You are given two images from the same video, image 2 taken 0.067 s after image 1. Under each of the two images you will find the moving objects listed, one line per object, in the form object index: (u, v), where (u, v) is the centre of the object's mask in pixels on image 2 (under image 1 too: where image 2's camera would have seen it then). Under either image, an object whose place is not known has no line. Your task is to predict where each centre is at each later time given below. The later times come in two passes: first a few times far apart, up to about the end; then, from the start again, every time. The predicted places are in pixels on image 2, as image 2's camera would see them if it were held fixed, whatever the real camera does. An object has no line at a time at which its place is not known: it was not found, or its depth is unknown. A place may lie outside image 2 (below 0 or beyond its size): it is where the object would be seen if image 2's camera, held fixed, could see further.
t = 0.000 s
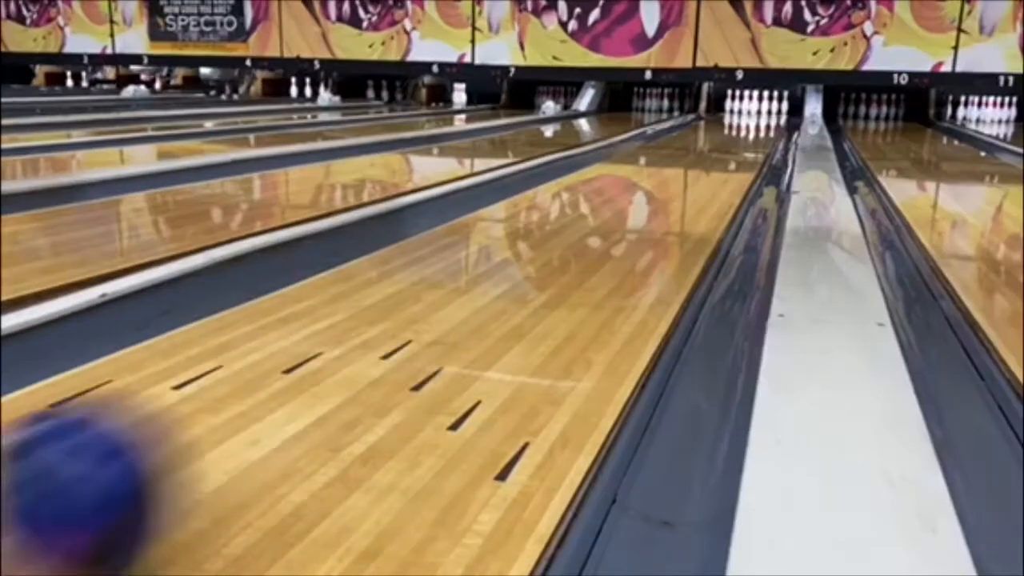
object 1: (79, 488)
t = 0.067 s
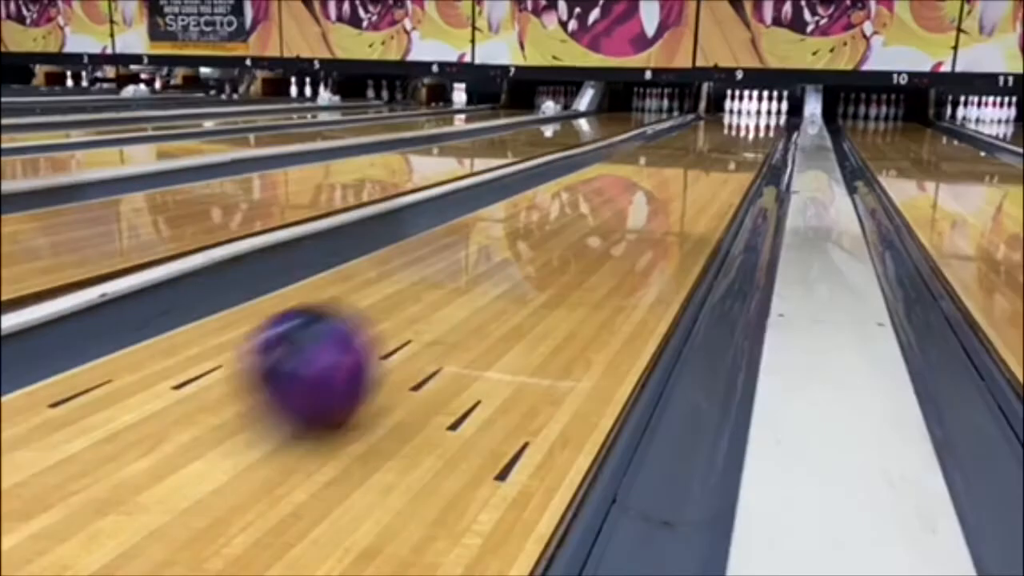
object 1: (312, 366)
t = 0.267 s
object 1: (570, 233)
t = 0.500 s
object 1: (671, 178)
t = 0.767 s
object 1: (722, 151)
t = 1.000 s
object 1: (744, 136)
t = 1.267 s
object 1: (758, 126)
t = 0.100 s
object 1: (385, 329)
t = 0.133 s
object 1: (440, 302)
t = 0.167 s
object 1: (482, 280)
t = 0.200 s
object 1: (517, 262)
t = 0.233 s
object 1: (545, 246)
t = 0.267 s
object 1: (570, 233)
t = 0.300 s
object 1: (590, 222)
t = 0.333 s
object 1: (608, 211)
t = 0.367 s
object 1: (624, 203)
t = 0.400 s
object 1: (638, 195)
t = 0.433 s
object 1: (650, 189)
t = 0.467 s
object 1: (661, 184)
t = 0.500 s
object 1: (671, 178)
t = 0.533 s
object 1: (679, 174)
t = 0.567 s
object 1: (688, 170)
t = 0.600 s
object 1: (695, 165)
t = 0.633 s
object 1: (701, 162)
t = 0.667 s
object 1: (707, 158)
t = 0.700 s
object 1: (712, 156)
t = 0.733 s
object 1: (718, 153)
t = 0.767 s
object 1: (722, 151)
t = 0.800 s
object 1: (726, 148)
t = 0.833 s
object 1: (730, 146)
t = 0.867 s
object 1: (734, 143)
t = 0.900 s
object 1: (737, 142)
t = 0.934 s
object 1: (739, 140)
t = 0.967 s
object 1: (742, 138)
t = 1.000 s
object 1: (744, 136)
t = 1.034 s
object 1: (747, 135)
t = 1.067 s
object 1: (749, 133)
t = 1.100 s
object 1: (751, 132)
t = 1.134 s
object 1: (753, 131)
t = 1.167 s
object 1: (755, 129)
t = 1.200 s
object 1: (756, 128)
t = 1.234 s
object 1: (757, 127)
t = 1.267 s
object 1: (758, 126)
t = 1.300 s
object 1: (760, 125)
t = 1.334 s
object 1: (760, 124)
